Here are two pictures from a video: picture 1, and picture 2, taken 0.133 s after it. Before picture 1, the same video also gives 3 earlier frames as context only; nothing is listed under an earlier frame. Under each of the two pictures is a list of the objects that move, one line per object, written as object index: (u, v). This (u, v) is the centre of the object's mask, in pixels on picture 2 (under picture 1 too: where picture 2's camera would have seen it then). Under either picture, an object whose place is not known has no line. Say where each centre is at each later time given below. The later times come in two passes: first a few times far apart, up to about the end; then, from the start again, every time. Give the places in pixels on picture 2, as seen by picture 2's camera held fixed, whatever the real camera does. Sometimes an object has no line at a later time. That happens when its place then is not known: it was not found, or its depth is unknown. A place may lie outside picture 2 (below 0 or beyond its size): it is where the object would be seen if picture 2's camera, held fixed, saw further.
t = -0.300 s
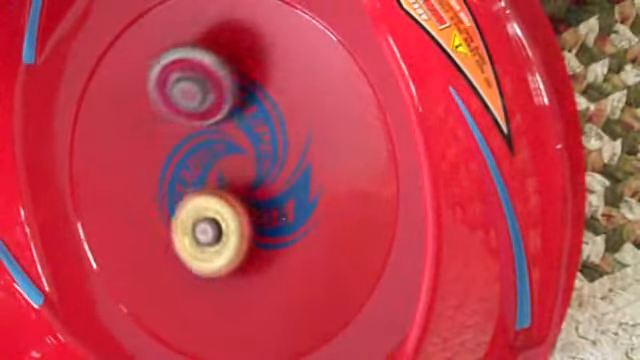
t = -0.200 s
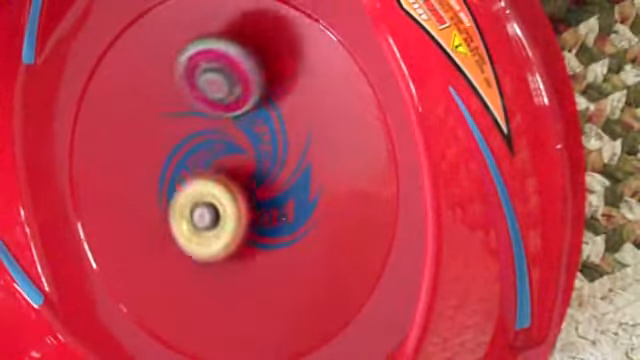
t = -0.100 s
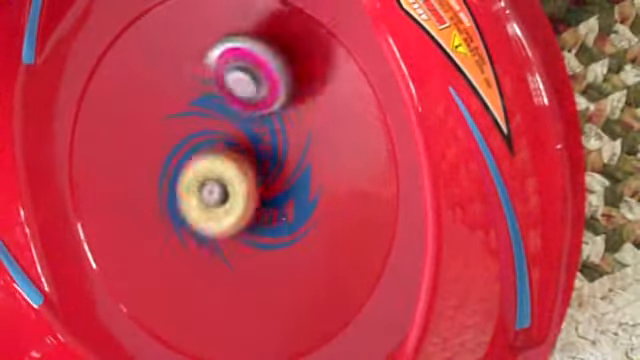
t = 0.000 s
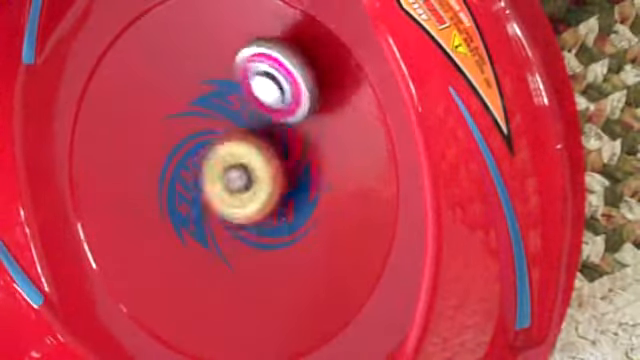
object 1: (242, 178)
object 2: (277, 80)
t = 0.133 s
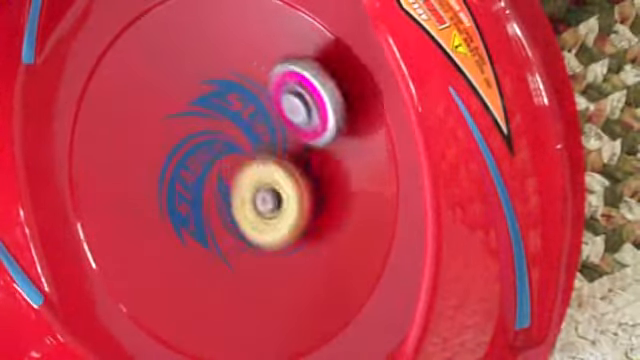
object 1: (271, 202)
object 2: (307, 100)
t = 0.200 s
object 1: (266, 221)
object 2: (319, 116)
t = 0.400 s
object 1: (219, 188)
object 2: (337, 172)
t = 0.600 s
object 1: (252, 134)
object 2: (323, 231)
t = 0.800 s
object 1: (263, 173)
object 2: (285, 282)
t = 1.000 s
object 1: (214, 145)
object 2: (228, 295)
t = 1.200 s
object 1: (231, 112)
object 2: (171, 275)
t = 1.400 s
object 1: (231, 172)
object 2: (132, 230)
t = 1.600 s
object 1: (194, 187)
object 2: (106, 170)
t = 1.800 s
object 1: (232, 203)
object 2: (89, 105)
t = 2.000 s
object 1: (232, 219)
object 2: (126, 70)
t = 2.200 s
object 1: (225, 205)
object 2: (182, 63)
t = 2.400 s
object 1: (228, 178)
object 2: (246, 89)
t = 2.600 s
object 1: (194, 212)
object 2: (304, 111)
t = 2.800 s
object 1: (189, 178)
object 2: (316, 181)
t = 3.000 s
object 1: (237, 171)
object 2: (292, 246)
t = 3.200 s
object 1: (229, 166)
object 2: (252, 299)
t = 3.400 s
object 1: (227, 149)
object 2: (198, 293)
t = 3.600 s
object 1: (230, 161)
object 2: (152, 250)
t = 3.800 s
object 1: (213, 175)
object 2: (131, 187)
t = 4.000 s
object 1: (215, 177)
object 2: (142, 122)
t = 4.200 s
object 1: (220, 176)
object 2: (180, 76)
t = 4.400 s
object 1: (226, 180)
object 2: (235, 66)
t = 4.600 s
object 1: (232, 185)
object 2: (286, 97)
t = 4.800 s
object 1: (233, 186)
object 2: (313, 159)
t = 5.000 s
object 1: (232, 183)
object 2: (305, 225)
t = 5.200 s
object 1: (231, 181)
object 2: (265, 274)
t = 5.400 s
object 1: (226, 172)
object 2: (208, 283)
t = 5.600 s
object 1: (230, 162)
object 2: (155, 255)
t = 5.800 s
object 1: (229, 177)
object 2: (126, 201)
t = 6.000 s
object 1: (215, 172)
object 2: (128, 140)
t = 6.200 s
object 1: (215, 165)
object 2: (161, 92)
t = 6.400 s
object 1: (227, 168)
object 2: (216, 76)
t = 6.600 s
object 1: (224, 185)
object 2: (270, 103)
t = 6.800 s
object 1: (216, 188)
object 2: (306, 160)
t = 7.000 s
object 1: (217, 180)
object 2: (305, 226)
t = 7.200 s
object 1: (226, 171)
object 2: (273, 275)
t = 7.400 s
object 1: (234, 179)
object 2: (219, 287)
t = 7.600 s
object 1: (233, 188)
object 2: (167, 259)
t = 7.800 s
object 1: (224, 183)
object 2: (138, 205)
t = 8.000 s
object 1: (221, 167)
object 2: (139, 141)
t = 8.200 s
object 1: (234, 167)
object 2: (171, 91)
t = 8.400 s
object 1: (230, 183)
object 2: (224, 75)
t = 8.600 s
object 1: (215, 179)
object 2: (273, 101)
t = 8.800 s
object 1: (215, 166)
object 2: (304, 156)
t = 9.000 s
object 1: (231, 167)
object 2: (299, 223)
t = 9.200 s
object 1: (217, 170)
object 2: (267, 276)
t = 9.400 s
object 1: (214, 150)
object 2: (214, 284)
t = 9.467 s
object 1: (218, 148)
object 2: (196, 276)
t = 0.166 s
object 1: (271, 212)
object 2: (313, 107)
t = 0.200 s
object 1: (266, 221)
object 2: (319, 116)
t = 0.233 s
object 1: (257, 225)
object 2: (324, 124)
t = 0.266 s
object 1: (247, 225)
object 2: (328, 132)
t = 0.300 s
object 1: (236, 220)
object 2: (332, 143)
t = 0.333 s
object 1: (229, 212)
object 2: (335, 152)
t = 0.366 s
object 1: (222, 199)
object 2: (337, 163)
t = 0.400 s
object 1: (219, 188)
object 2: (337, 172)
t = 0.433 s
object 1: (218, 173)
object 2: (338, 182)
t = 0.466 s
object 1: (220, 161)
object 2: (336, 192)
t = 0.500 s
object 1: (226, 148)
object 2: (335, 201)
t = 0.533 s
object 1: (232, 141)
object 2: (333, 211)
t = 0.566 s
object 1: (243, 135)
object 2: (328, 222)
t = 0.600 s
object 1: (252, 134)
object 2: (323, 231)
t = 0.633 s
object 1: (263, 138)
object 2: (319, 238)
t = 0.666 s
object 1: (271, 146)
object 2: (313, 246)
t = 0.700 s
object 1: (277, 157)
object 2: (306, 254)
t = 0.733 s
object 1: (278, 167)
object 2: (301, 263)
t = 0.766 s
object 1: (272, 170)
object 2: (292, 276)
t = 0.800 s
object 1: (263, 173)
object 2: (285, 282)
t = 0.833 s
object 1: (254, 175)
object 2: (273, 286)
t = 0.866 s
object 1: (245, 173)
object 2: (265, 290)
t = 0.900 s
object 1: (235, 169)
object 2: (256, 293)
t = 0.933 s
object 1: (226, 164)
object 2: (246, 294)
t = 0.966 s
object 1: (218, 155)
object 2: (237, 295)
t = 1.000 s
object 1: (214, 145)
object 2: (228, 295)
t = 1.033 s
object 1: (210, 136)
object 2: (218, 294)
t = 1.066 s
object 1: (210, 125)
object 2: (209, 293)
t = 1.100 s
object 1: (212, 116)
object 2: (200, 291)
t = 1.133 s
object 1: (217, 110)
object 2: (190, 287)
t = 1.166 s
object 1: (223, 109)
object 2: (182, 283)
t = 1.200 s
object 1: (231, 112)
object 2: (171, 275)
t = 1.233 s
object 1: (237, 117)
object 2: (164, 269)
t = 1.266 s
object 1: (241, 125)
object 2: (156, 262)
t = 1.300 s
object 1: (244, 136)
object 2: (149, 255)
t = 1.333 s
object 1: (243, 148)
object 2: (143, 247)
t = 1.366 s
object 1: (239, 161)
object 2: (137, 238)
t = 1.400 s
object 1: (231, 172)
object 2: (132, 230)
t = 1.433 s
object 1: (223, 180)
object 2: (128, 220)
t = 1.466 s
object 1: (212, 185)
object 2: (123, 211)
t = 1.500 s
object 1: (204, 188)
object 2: (119, 201)
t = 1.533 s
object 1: (201, 188)
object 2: (111, 190)
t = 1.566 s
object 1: (196, 188)
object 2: (109, 179)
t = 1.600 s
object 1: (194, 187)
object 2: (106, 170)
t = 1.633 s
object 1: (204, 189)
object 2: (92, 154)
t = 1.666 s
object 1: (214, 191)
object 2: (86, 140)
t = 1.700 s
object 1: (220, 193)
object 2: (86, 131)
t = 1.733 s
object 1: (225, 197)
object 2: (86, 122)
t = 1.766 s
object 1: (229, 200)
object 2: (87, 113)
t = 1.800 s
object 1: (232, 203)
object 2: (89, 105)
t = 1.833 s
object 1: (233, 207)
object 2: (93, 97)
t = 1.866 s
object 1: (234, 211)
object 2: (98, 90)
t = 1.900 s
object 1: (234, 215)
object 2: (104, 83)
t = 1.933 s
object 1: (234, 217)
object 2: (111, 78)
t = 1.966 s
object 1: (234, 219)
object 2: (118, 74)
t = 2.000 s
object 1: (232, 219)
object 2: (126, 70)
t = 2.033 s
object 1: (232, 219)
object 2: (135, 67)
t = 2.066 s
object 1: (231, 218)
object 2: (144, 64)
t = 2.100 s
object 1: (229, 215)
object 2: (152, 63)
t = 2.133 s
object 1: (227, 213)
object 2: (162, 61)
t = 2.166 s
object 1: (226, 209)
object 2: (172, 61)
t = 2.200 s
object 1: (225, 205)
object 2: (182, 63)
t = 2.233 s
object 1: (224, 200)
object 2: (193, 64)
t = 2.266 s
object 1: (223, 195)
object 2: (205, 66)
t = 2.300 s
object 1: (224, 189)
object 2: (215, 71)
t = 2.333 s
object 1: (225, 184)
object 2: (226, 75)
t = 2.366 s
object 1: (227, 180)
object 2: (235, 82)
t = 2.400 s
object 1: (228, 178)
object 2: (246, 89)
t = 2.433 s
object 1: (221, 191)
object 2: (260, 85)
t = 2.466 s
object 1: (213, 206)
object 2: (277, 80)
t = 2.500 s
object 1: (208, 212)
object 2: (286, 83)
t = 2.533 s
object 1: (203, 215)
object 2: (293, 90)
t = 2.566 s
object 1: (198, 214)
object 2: (299, 101)
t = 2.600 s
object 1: (194, 212)
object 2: (304, 111)
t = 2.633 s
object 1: (190, 208)
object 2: (309, 123)
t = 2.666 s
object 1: (187, 204)
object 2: (313, 135)
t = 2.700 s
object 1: (186, 196)
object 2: (315, 146)
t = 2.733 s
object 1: (185, 190)
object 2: (316, 158)
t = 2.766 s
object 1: (187, 183)
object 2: (316, 170)
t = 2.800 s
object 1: (189, 178)
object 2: (316, 181)
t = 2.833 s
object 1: (194, 173)
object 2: (315, 194)
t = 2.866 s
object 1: (200, 169)
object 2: (312, 207)
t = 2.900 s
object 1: (209, 165)
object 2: (309, 217)
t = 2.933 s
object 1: (218, 164)
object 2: (304, 227)
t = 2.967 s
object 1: (229, 166)
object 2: (299, 237)
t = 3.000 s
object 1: (237, 171)
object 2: (292, 246)
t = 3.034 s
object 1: (243, 179)
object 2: (289, 257)
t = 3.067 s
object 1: (239, 175)
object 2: (284, 277)
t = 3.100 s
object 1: (236, 170)
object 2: (280, 290)
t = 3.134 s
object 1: (233, 169)
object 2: (271, 294)
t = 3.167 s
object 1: (231, 167)
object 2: (259, 297)
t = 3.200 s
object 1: (229, 166)
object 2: (252, 299)
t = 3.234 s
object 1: (227, 165)
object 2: (243, 301)
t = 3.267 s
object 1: (225, 161)
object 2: (235, 301)
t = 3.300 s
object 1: (224, 156)
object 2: (227, 302)
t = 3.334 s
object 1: (224, 151)
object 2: (216, 300)
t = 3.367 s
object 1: (226, 149)
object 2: (207, 297)
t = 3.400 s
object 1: (227, 149)
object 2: (198, 293)
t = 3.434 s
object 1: (228, 149)
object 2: (189, 288)
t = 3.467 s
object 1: (228, 150)
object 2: (180, 283)
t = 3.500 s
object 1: (230, 151)
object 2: (172, 275)
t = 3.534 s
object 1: (230, 154)
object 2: (165, 267)
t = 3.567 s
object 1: (230, 157)
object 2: (159, 259)
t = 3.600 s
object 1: (230, 161)
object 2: (152, 250)
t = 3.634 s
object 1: (227, 166)
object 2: (147, 240)
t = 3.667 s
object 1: (225, 169)
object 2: (143, 231)
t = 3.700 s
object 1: (222, 170)
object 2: (139, 220)
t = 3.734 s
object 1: (219, 171)
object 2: (136, 209)
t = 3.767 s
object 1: (216, 174)
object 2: (133, 198)
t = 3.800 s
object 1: (213, 175)
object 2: (131, 187)
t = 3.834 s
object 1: (213, 175)
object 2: (129, 176)
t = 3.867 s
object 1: (214, 175)
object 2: (129, 164)
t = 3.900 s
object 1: (214, 176)
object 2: (131, 153)
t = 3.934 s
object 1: (214, 176)
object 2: (134, 143)
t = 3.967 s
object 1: (214, 177)
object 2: (138, 132)
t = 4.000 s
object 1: (215, 177)
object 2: (142, 122)
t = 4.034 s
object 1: (216, 176)
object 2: (147, 113)
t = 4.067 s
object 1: (216, 176)
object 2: (152, 104)
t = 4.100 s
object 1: (217, 176)
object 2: (159, 96)
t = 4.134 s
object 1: (217, 177)
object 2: (166, 89)
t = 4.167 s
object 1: (219, 176)
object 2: (173, 82)
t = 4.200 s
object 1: (220, 176)
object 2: (180, 76)
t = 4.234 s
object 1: (222, 177)
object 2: (189, 72)
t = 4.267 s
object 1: (223, 177)
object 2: (197, 69)
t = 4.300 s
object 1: (224, 177)
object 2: (207, 66)
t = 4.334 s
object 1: (225, 178)
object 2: (217, 64)
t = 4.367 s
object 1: (226, 179)
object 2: (226, 65)
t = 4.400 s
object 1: (226, 180)
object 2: (235, 66)
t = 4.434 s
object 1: (227, 181)
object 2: (244, 69)
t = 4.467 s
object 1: (228, 183)
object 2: (253, 71)
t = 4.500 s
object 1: (230, 184)
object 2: (261, 77)
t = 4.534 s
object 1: (230, 185)
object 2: (270, 83)
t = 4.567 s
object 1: (231, 185)
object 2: (278, 89)
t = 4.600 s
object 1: (232, 185)
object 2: (286, 97)
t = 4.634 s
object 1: (233, 186)
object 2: (292, 107)
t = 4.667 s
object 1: (233, 186)
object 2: (297, 116)
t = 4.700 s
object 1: (234, 186)
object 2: (302, 126)
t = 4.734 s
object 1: (233, 186)
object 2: (306, 136)
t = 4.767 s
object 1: (233, 186)
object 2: (311, 148)
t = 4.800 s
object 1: (233, 186)
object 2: (313, 159)
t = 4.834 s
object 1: (232, 186)
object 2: (314, 170)
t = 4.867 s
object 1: (232, 186)
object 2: (314, 182)
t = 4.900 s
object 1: (232, 185)
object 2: (312, 194)
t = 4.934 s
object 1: (232, 184)
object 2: (312, 204)
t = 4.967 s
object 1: (232, 183)
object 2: (309, 215)
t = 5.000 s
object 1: (232, 183)
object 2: (305, 225)
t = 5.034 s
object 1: (232, 183)
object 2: (300, 235)
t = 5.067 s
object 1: (232, 183)
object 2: (295, 244)
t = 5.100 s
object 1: (232, 182)
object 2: (289, 252)
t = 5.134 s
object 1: (232, 181)
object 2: (282, 259)
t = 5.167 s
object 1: (232, 181)
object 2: (274, 267)
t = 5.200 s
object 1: (231, 181)
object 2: (265, 274)
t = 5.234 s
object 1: (231, 180)
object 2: (257, 278)
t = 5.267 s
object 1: (230, 179)
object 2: (246, 281)
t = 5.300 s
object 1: (229, 178)
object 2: (237, 284)
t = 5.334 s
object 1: (228, 177)
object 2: (229, 284)
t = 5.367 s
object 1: (227, 175)
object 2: (219, 285)
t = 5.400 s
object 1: (226, 172)
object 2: (208, 283)
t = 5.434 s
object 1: (225, 169)
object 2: (199, 281)
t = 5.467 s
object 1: (224, 167)
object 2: (189, 278)
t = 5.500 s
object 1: (225, 163)
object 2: (180, 274)
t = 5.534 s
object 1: (226, 161)
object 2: (171, 268)
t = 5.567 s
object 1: (228, 161)
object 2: (163, 262)
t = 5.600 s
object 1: (230, 162)
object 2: (155, 255)
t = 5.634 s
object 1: (231, 165)
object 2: (148, 247)
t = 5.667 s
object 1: (232, 167)
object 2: (142, 239)
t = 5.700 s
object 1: (233, 169)
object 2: (137, 230)
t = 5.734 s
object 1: (233, 171)
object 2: (132, 221)
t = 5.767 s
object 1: (231, 175)
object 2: (129, 211)
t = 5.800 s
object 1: (229, 177)
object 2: (126, 201)
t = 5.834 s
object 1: (227, 178)
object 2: (124, 190)
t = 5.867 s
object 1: (224, 179)
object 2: (123, 180)
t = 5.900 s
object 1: (221, 178)
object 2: (123, 170)
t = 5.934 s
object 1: (218, 177)
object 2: (123, 160)
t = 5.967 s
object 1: (216, 175)
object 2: (125, 149)
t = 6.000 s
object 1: (215, 172)
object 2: (128, 140)
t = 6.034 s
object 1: (213, 171)
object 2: (132, 130)
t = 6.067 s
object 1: (213, 169)
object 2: (136, 121)
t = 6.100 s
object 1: (212, 168)
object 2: (141, 113)
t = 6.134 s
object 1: (214, 167)
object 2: (147, 106)
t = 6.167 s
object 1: (214, 165)
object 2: (153, 99)
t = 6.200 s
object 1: (215, 165)
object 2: (161, 92)
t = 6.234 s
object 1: (217, 165)
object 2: (168, 88)
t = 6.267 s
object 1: (218, 165)
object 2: (177, 84)
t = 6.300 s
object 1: (220, 166)
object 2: (184, 81)
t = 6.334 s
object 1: (222, 166)
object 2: (195, 78)
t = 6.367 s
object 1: (225, 167)
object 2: (206, 76)
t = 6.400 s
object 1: (227, 168)
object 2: (216, 76)
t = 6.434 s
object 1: (228, 170)
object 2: (225, 78)
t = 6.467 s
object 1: (228, 174)
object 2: (235, 80)
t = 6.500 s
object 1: (227, 179)
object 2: (245, 84)
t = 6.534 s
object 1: (226, 182)
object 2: (254, 89)
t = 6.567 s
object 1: (224, 184)
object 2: (262, 95)
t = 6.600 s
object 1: (224, 185)
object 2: (270, 103)
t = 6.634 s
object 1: (222, 186)
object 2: (278, 110)
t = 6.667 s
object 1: (220, 187)
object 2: (286, 119)
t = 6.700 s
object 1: (220, 188)
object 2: (292, 129)
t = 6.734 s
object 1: (218, 188)
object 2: (297, 139)
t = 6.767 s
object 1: (217, 188)
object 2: (303, 150)
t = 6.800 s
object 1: (216, 188)
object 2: (306, 160)
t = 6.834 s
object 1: (216, 187)
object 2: (309, 171)
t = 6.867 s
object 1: (215, 187)
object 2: (310, 182)
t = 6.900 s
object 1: (215, 186)
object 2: (310, 193)
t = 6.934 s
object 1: (215, 184)
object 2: (310, 206)
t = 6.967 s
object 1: (215, 183)
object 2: (308, 215)
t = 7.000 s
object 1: (217, 180)
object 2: (305, 226)
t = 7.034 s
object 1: (217, 178)
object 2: (302, 236)
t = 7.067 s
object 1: (219, 177)
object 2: (297, 244)
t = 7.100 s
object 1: (220, 175)
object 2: (293, 253)
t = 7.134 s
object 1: (222, 173)
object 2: (286, 262)
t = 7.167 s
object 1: (224, 172)
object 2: (279, 269)
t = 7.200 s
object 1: (226, 171)
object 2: (273, 275)
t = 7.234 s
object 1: (228, 171)
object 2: (265, 281)
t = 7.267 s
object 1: (229, 172)
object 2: (256, 284)
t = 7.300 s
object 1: (231, 173)
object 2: (247, 287)
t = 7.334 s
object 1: (232, 176)
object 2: (238, 287)
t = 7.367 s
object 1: (233, 177)
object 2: (229, 288)
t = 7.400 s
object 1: (234, 179)
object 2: (219, 287)
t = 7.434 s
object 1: (234, 181)
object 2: (211, 286)
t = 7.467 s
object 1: (235, 182)
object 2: (202, 283)
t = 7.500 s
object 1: (235, 184)
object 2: (192, 278)
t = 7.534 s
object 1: (235, 185)
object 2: (183, 272)
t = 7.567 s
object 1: (235, 187)
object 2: (175, 265)
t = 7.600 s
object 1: (233, 188)
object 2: (167, 259)
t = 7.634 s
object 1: (231, 188)
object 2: (161, 251)
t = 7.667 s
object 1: (231, 187)
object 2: (155, 242)
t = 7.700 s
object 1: (230, 187)
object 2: (150, 233)
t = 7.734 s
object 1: (228, 186)
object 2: (145, 224)
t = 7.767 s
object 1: (226, 184)
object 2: (141, 215)
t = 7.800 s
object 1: (224, 183)
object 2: (138, 205)
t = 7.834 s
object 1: (222, 181)
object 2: (135, 193)
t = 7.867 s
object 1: (221, 178)
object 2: (134, 183)
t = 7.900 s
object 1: (220, 176)
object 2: (134, 172)
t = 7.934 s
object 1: (220, 172)
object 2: (135, 162)
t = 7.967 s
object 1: (220, 169)
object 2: (136, 151)
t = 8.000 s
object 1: (221, 167)
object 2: (139, 141)
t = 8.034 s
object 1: (223, 165)
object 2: (143, 131)
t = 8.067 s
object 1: (225, 162)
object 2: (147, 122)
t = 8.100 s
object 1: (228, 161)
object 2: (152, 113)
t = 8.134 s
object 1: (230, 163)
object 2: (157, 105)
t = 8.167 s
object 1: (233, 165)
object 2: (164, 98)
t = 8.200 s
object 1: (234, 167)
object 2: (171, 91)
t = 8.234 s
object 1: (235, 170)
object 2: (178, 86)
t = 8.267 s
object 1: (235, 174)
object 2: (186, 82)
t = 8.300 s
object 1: (235, 177)
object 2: (195, 79)
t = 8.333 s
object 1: (233, 179)
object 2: (204, 76)
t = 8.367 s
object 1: (232, 181)
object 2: (214, 75)
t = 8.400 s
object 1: (230, 183)
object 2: (224, 75)
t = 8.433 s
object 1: (228, 183)
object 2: (233, 76)
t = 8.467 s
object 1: (225, 184)
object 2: (242, 79)
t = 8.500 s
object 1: (222, 183)
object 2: (250, 83)
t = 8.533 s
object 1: (218, 183)
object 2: (259, 88)
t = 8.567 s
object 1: (217, 181)
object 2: (266, 93)
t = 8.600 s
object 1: (215, 179)
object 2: (273, 101)
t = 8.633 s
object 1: (213, 178)
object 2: (280, 107)
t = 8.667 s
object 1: (212, 175)
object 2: (287, 117)
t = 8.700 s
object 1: (212, 173)
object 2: (292, 126)
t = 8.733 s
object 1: (212, 170)
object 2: (297, 136)
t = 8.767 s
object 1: (213, 167)
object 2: (301, 148)
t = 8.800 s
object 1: (215, 166)
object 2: (304, 156)
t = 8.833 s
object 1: (217, 164)
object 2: (307, 168)
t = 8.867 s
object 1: (219, 163)
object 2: (308, 182)
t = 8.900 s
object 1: (221, 163)
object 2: (307, 192)
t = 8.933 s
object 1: (224, 163)
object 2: (306, 204)
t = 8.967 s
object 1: (228, 164)
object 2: (304, 214)
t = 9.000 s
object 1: (231, 167)
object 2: (299, 223)
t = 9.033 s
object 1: (234, 173)
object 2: (295, 233)
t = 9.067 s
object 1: (234, 179)
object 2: (291, 240)
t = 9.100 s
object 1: (232, 182)
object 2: (287, 249)
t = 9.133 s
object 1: (227, 179)
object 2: (283, 265)
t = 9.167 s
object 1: (221, 175)
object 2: (275, 271)
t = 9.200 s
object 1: (217, 170)
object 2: (267, 276)
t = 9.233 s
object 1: (213, 167)
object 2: (259, 280)
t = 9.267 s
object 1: (211, 162)
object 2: (250, 284)
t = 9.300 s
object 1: (210, 157)
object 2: (242, 285)
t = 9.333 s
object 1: (211, 154)
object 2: (233, 286)
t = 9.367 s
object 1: (212, 152)
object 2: (224, 285)
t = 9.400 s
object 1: (214, 150)
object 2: (214, 284)
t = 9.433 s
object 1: (216, 149)
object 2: (205, 280)
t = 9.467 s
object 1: (218, 148)
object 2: (196, 276)
